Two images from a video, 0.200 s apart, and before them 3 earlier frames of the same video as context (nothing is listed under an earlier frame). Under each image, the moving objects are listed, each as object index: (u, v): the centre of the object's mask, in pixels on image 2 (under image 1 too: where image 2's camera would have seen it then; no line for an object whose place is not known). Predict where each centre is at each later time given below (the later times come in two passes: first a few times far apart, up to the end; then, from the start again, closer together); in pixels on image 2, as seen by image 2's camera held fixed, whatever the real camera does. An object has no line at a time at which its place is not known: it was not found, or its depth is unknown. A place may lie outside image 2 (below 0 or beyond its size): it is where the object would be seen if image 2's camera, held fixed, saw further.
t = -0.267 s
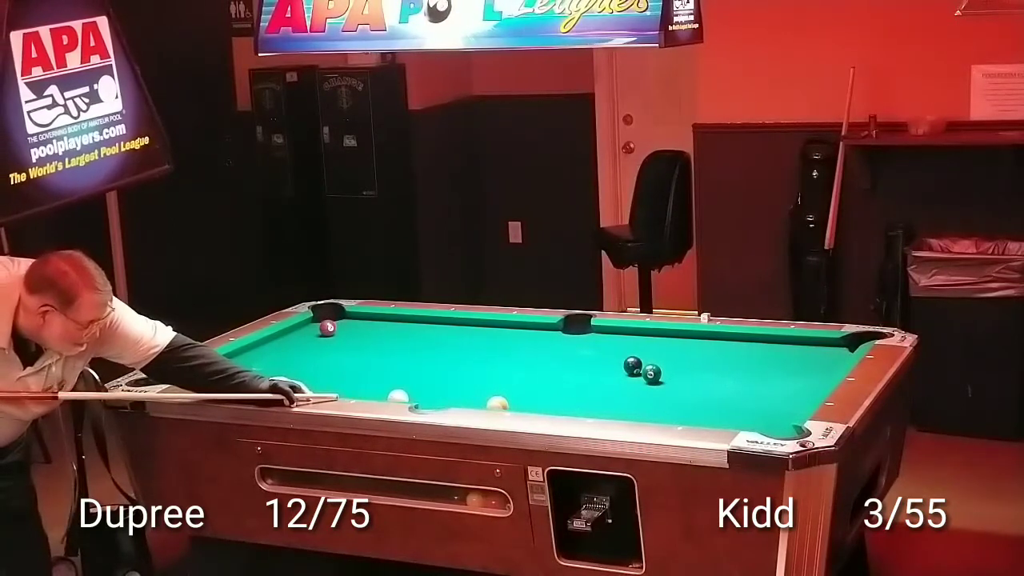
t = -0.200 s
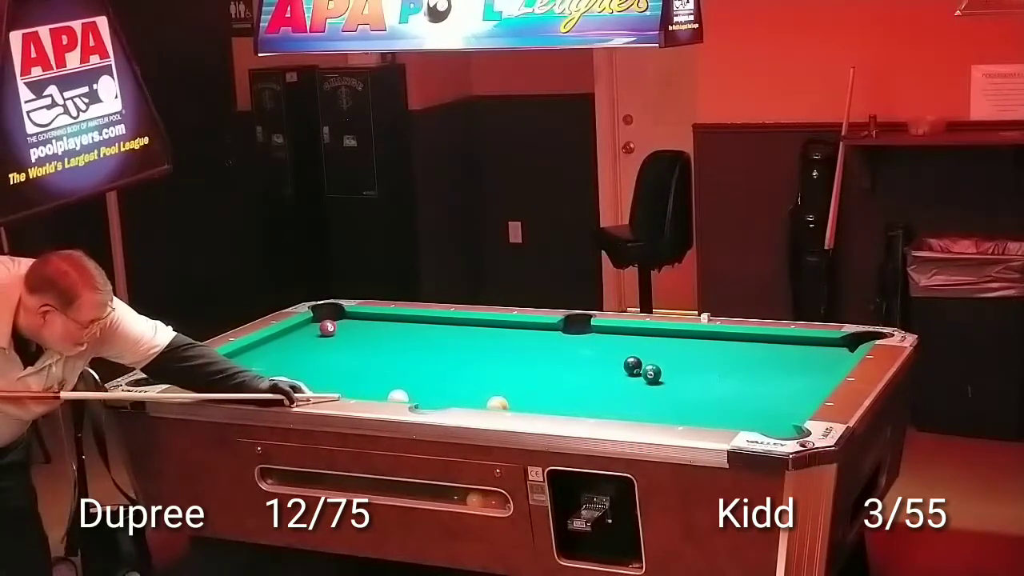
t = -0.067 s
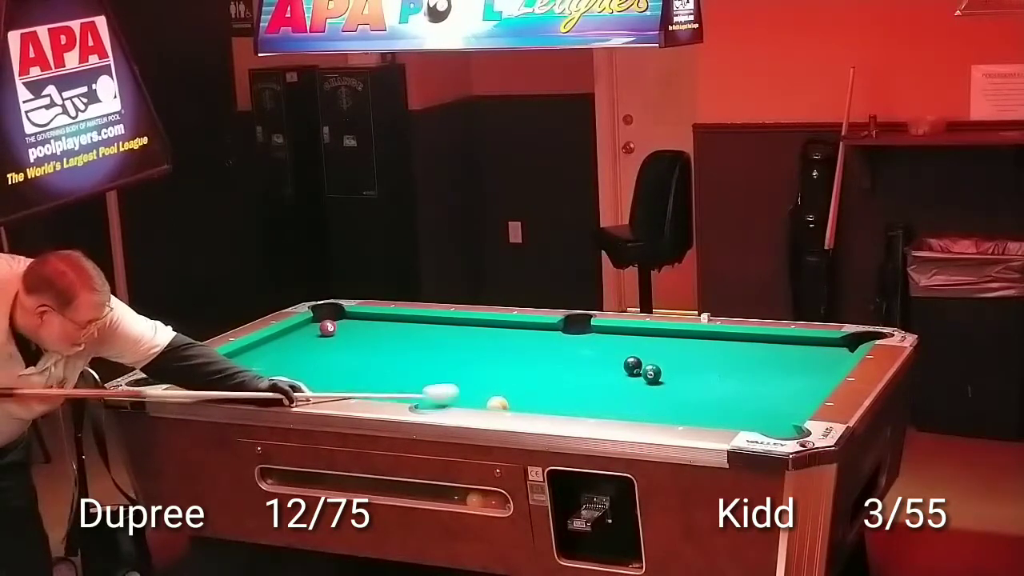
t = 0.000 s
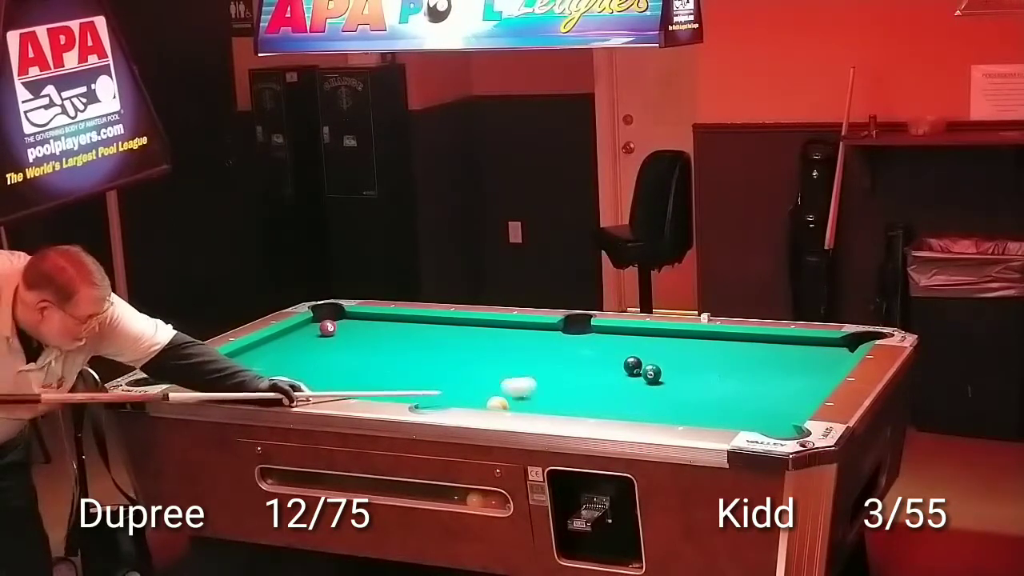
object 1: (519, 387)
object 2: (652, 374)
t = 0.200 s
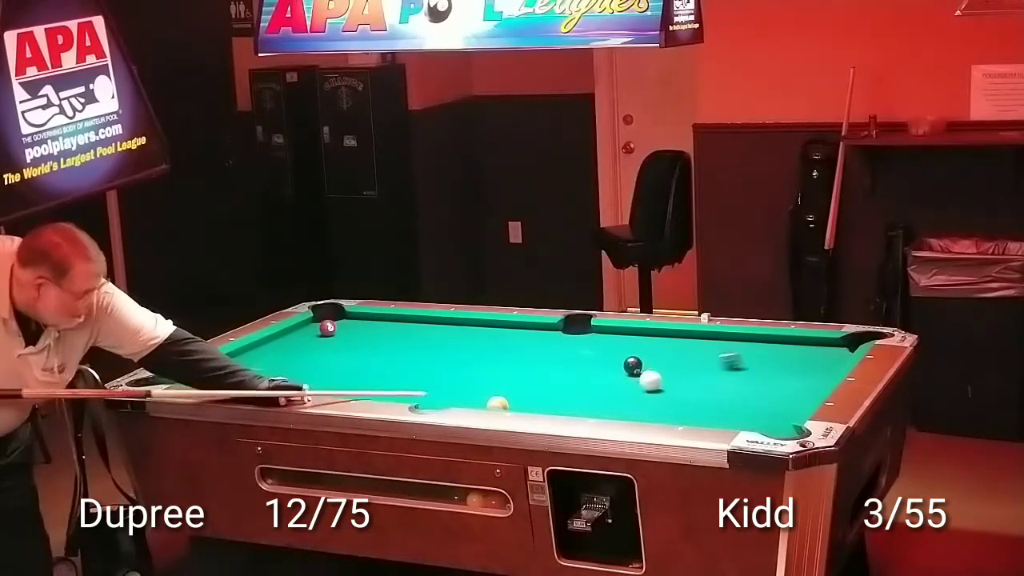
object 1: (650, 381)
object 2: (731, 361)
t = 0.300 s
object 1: (676, 384)
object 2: (803, 347)
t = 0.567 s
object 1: (777, 389)
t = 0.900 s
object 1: (763, 385)
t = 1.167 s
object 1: (716, 380)
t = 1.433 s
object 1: (672, 376)
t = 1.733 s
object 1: (628, 371)
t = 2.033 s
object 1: (586, 368)
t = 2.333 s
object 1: (548, 365)
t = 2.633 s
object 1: (513, 362)
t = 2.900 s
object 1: (485, 360)
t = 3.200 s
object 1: (455, 358)
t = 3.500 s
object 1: (429, 356)
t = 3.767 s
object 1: (408, 355)
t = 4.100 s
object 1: (384, 353)
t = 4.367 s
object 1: (366, 352)
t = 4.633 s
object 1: (351, 351)
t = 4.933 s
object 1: (335, 350)
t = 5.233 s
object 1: (323, 349)
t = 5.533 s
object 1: (312, 348)
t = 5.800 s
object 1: (304, 348)
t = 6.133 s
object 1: (296, 347)
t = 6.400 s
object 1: (293, 347)
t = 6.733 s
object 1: (290, 347)
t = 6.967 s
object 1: (290, 347)
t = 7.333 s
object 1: (290, 347)
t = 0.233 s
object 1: (658, 382)
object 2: (756, 356)
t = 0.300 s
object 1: (676, 384)
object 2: (803, 347)
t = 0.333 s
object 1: (687, 385)
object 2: (825, 344)
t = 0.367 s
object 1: (698, 386)
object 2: (844, 341)
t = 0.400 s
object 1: (711, 386)
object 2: (860, 341)
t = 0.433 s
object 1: (724, 387)
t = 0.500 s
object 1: (751, 387)
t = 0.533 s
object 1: (763, 388)
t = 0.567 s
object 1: (777, 389)
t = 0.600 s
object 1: (791, 389)
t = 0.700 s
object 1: (802, 389)
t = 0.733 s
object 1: (795, 388)
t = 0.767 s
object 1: (789, 388)
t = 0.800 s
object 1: (782, 387)
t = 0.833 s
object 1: (776, 386)
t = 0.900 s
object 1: (763, 385)
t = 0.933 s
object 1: (757, 384)
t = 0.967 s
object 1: (751, 384)
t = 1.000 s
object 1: (745, 383)
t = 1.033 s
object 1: (739, 383)
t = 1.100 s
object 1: (727, 382)
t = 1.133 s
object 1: (721, 381)
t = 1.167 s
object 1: (716, 380)
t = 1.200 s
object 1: (710, 380)
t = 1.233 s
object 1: (705, 379)
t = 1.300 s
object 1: (694, 378)
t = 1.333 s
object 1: (689, 378)
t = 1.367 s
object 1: (683, 377)
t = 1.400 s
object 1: (678, 376)
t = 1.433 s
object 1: (672, 376)
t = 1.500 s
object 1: (662, 375)
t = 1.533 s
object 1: (657, 374)
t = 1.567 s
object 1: (652, 374)
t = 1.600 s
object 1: (648, 373)
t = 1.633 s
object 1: (643, 373)
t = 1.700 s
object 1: (633, 372)
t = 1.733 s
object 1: (628, 371)
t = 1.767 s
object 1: (623, 370)
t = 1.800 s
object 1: (618, 370)
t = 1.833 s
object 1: (613, 370)
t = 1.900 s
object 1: (604, 369)
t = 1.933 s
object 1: (599, 369)
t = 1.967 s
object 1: (595, 369)
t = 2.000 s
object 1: (590, 369)
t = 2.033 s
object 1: (586, 368)
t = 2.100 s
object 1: (577, 367)
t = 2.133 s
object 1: (573, 367)
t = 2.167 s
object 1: (569, 367)
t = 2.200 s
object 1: (564, 366)
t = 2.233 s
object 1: (560, 366)
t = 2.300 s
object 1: (552, 365)
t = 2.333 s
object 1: (548, 365)
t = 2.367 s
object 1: (544, 365)
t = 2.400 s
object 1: (540, 364)
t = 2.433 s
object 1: (536, 364)
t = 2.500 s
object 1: (528, 364)
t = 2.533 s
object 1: (524, 363)
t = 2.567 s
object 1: (521, 363)
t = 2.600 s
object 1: (517, 363)
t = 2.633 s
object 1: (513, 362)
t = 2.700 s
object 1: (506, 362)
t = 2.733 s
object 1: (502, 361)
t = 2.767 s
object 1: (499, 361)
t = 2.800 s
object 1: (495, 361)
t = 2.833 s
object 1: (492, 361)
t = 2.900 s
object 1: (485, 360)
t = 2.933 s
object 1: (481, 360)
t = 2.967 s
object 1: (478, 360)
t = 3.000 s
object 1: (474, 359)
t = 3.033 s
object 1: (471, 359)
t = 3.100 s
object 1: (465, 359)
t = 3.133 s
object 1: (462, 358)
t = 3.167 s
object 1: (459, 358)
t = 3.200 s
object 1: (455, 358)
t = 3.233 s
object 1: (453, 358)
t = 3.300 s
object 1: (447, 357)
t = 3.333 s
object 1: (444, 357)
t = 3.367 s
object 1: (441, 357)
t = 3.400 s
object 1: (438, 357)
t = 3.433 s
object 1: (435, 356)
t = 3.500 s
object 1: (429, 356)
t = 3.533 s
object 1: (426, 356)
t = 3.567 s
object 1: (424, 356)
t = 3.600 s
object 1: (421, 356)
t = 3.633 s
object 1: (418, 355)
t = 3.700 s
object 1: (413, 355)
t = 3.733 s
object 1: (410, 355)
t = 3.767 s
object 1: (408, 355)
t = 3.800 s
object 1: (405, 354)
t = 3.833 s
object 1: (403, 354)
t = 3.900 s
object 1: (398, 354)
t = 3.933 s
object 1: (395, 354)
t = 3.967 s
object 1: (393, 354)
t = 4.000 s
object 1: (391, 353)
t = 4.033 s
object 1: (388, 353)
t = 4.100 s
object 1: (384, 353)
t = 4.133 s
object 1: (381, 353)
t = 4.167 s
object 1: (379, 353)
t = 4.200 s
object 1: (377, 353)
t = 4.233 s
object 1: (375, 353)
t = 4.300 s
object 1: (371, 352)
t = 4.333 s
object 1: (369, 352)
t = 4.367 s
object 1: (366, 352)
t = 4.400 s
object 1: (364, 352)
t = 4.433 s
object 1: (362, 352)
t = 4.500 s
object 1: (358, 351)
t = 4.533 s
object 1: (356, 351)
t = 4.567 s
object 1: (355, 351)
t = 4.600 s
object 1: (353, 351)
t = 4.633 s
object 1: (351, 351)
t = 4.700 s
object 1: (347, 351)
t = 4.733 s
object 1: (346, 351)
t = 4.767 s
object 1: (344, 351)
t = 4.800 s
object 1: (342, 350)
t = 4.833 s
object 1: (340, 350)
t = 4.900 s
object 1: (337, 350)
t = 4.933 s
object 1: (335, 350)
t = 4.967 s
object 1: (334, 350)
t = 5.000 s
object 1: (332, 350)
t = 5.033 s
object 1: (331, 350)
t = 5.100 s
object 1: (328, 350)
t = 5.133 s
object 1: (326, 350)
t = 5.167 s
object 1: (325, 349)
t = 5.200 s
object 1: (324, 349)
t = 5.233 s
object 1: (323, 349)
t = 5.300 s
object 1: (320, 349)
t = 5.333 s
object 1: (319, 349)
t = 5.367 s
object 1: (317, 349)
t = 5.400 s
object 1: (316, 349)
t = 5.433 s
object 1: (315, 349)
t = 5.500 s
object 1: (313, 348)
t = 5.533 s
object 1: (312, 348)
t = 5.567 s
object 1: (311, 348)
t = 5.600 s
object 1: (310, 348)
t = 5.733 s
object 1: (305, 348)
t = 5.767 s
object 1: (304, 348)
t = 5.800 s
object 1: (304, 348)
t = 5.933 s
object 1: (300, 348)
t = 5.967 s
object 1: (300, 348)
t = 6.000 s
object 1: (299, 348)
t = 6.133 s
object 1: (296, 347)
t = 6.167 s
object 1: (296, 347)
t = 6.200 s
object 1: (295, 347)
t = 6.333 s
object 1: (293, 347)
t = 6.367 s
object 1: (293, 347)
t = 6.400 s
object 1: (293, 347)
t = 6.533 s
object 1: (291, 347)
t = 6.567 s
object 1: (291, 347)
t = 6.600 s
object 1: (291, 347)
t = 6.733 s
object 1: (290, 347)
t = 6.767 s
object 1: (290, 347)
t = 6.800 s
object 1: (290, 347)
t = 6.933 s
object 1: (290, 347)
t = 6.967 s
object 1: (290, 347)
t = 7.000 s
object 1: (290, 347)
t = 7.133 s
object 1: (290, 347)
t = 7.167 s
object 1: (290, 347)
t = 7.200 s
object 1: (291, 347)
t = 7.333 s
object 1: (290, 347)
